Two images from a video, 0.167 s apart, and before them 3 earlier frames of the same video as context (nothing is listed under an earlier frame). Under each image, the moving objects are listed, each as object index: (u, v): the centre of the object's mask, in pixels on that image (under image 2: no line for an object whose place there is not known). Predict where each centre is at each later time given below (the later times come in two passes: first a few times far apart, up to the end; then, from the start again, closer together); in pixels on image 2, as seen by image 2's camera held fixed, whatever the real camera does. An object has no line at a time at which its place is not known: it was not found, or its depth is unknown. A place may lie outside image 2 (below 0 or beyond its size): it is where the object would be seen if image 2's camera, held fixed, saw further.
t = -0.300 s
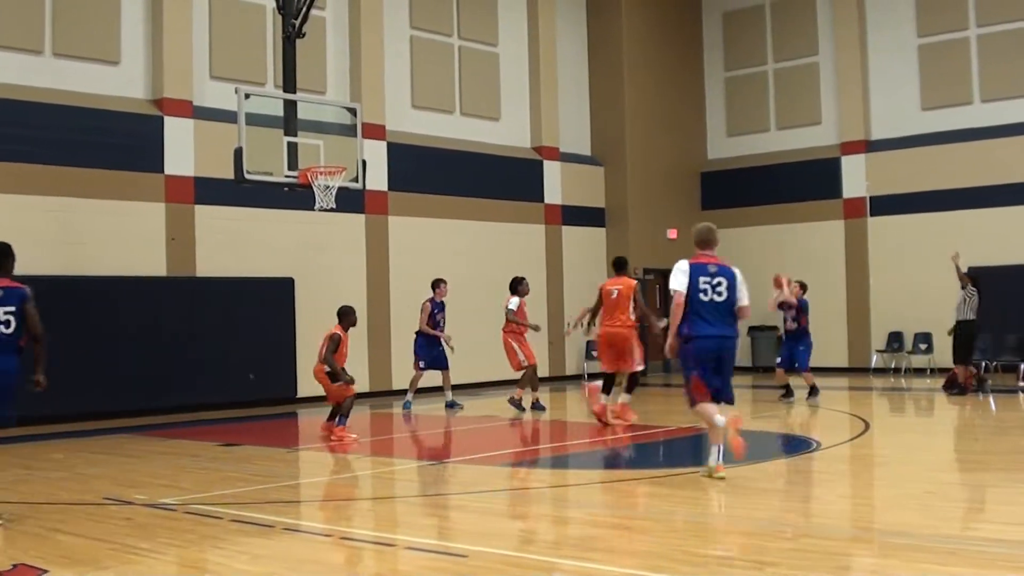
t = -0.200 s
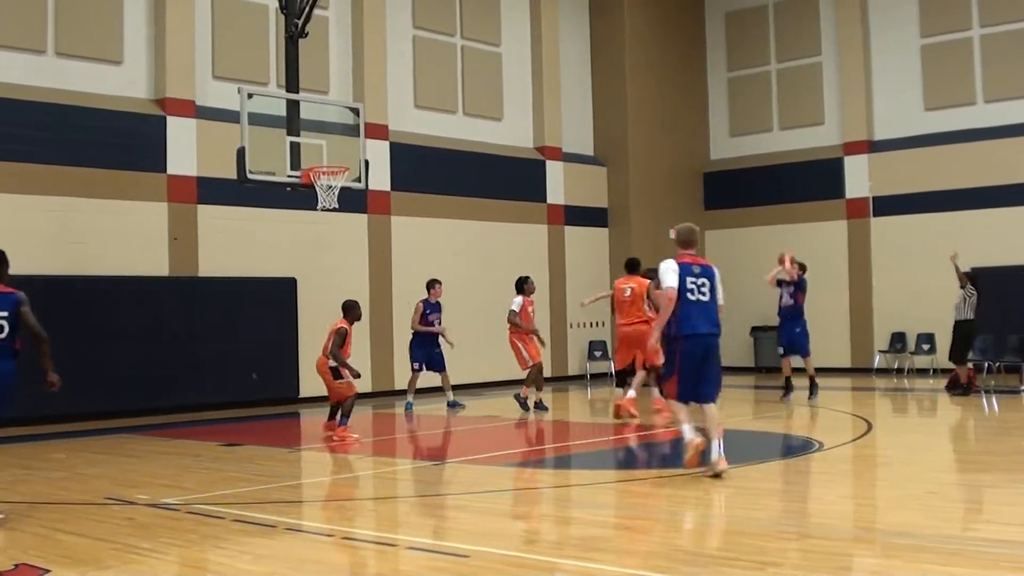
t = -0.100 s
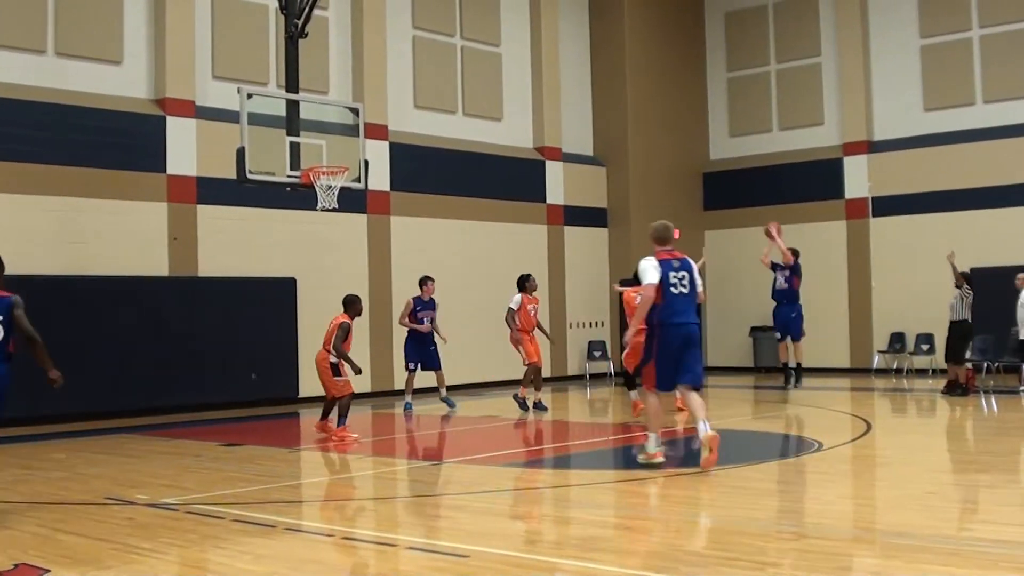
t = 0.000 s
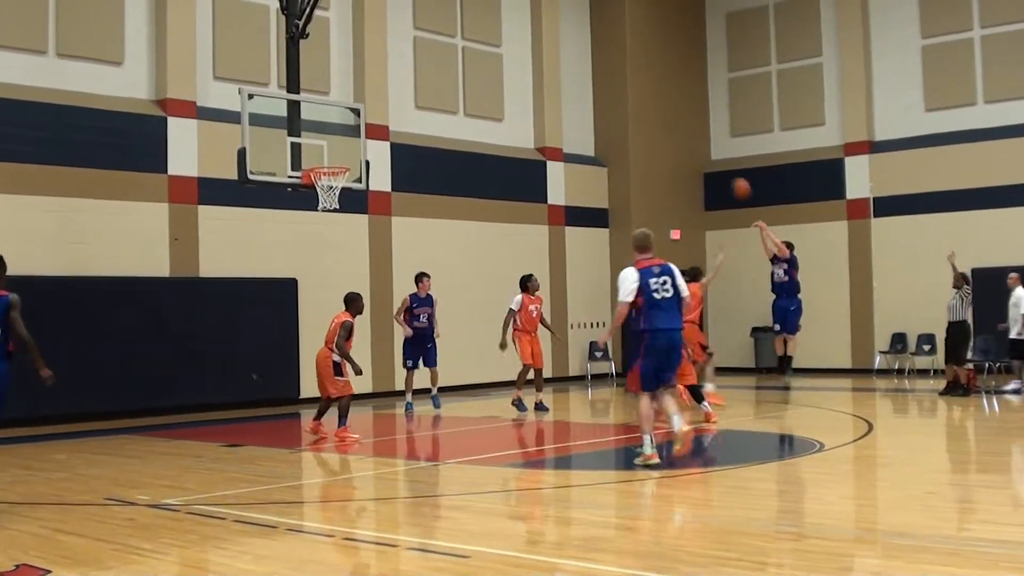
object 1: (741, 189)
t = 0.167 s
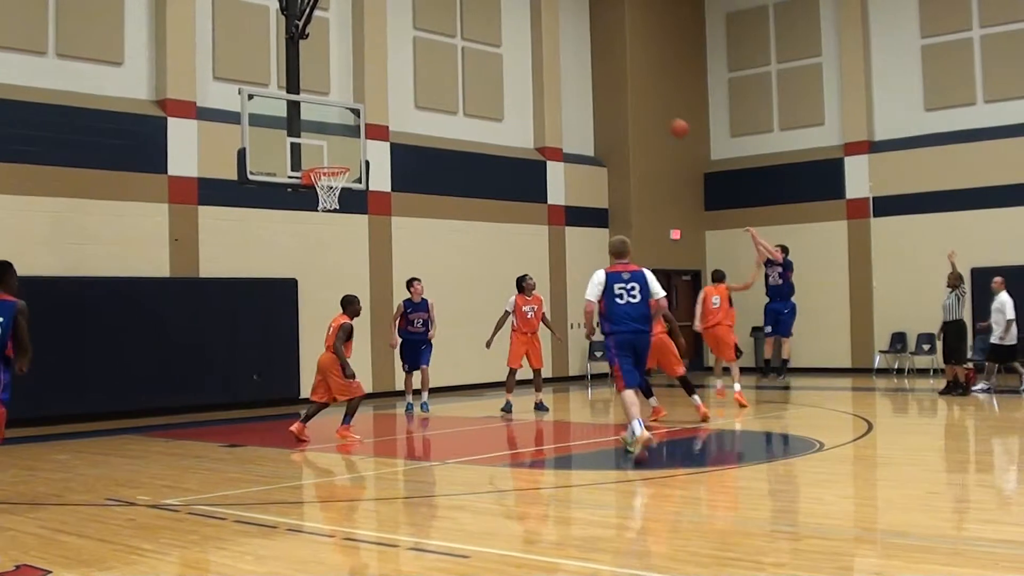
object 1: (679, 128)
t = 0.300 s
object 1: (629, 94)
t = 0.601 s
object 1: (516, 67)
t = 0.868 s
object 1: (412, 100)
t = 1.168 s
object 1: (329, 184)
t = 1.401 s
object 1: (360, 242)
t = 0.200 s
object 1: (667, 118)
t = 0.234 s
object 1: (655, 110)
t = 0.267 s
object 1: (643, 101)
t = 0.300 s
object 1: (629, 94)
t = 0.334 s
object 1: (617, 88)
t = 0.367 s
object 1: (605, 82)
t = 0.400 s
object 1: (592, 77)
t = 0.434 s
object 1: (580, 75)
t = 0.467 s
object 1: (568, 71)
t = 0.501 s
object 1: (555, 69)
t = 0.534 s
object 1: (541, 67)
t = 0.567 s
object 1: (529, 67)
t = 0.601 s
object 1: (516, 67)
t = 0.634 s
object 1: (503, 69)
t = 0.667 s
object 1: (490, 71)
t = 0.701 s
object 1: (477, 73)
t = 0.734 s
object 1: (464, 77)
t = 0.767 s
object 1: (452, 81)
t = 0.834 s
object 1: (425, 93)
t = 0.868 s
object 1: (412, 100)
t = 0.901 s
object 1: (399, 107)
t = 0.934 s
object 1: (385, 116)
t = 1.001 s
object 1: (357, 137)
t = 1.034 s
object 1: (344, 150)
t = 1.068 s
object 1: (330, 161)
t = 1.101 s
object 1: (325, 174)
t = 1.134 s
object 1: (325, 181)
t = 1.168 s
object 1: (329, 184)
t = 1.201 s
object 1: (335, 199)
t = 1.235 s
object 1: (338, 202)
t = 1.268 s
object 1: (343, 207)
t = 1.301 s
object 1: (347, 215)
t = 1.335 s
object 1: (352, 223)
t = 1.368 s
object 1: (356, 232)
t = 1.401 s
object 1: (360, 242)
